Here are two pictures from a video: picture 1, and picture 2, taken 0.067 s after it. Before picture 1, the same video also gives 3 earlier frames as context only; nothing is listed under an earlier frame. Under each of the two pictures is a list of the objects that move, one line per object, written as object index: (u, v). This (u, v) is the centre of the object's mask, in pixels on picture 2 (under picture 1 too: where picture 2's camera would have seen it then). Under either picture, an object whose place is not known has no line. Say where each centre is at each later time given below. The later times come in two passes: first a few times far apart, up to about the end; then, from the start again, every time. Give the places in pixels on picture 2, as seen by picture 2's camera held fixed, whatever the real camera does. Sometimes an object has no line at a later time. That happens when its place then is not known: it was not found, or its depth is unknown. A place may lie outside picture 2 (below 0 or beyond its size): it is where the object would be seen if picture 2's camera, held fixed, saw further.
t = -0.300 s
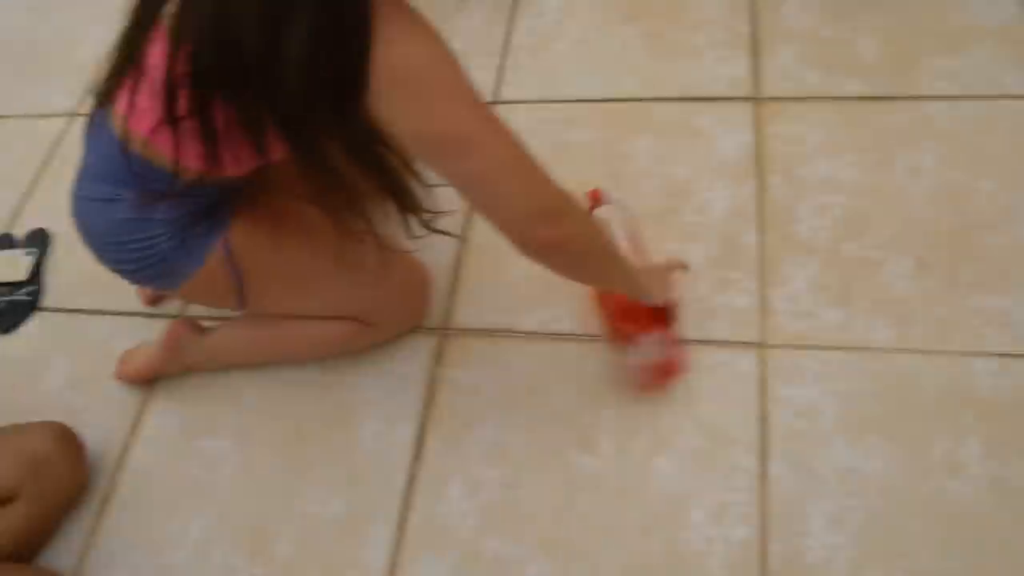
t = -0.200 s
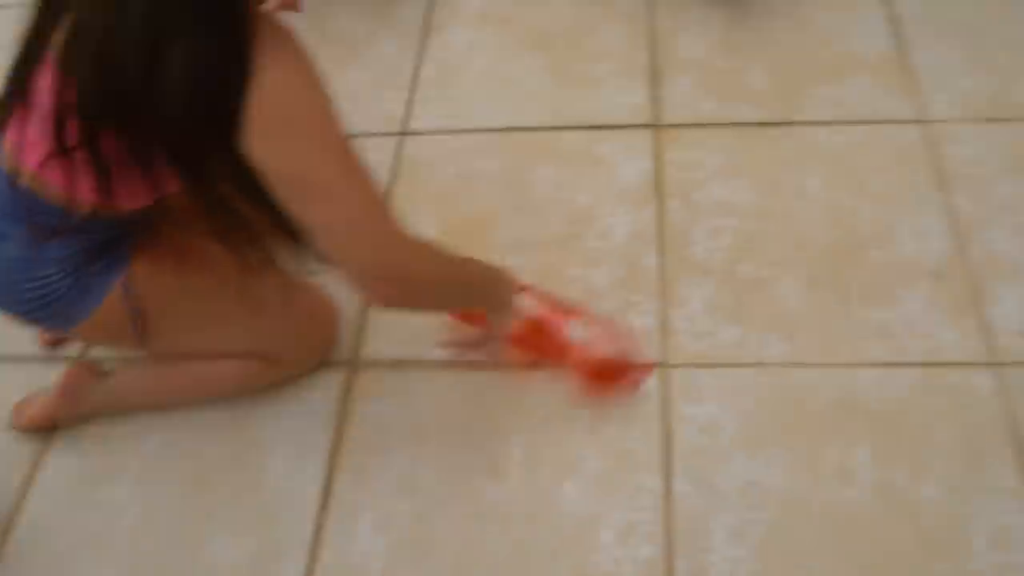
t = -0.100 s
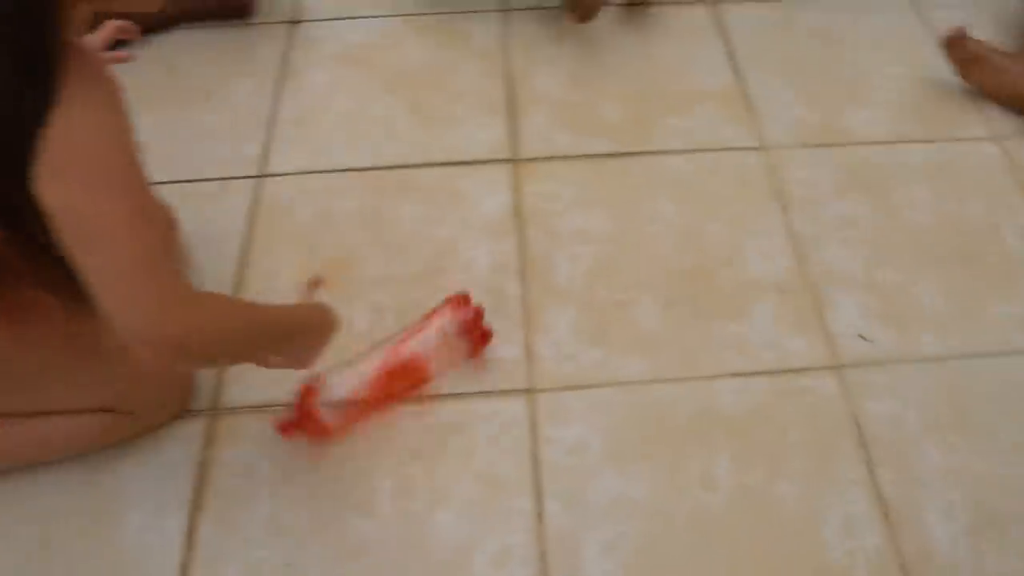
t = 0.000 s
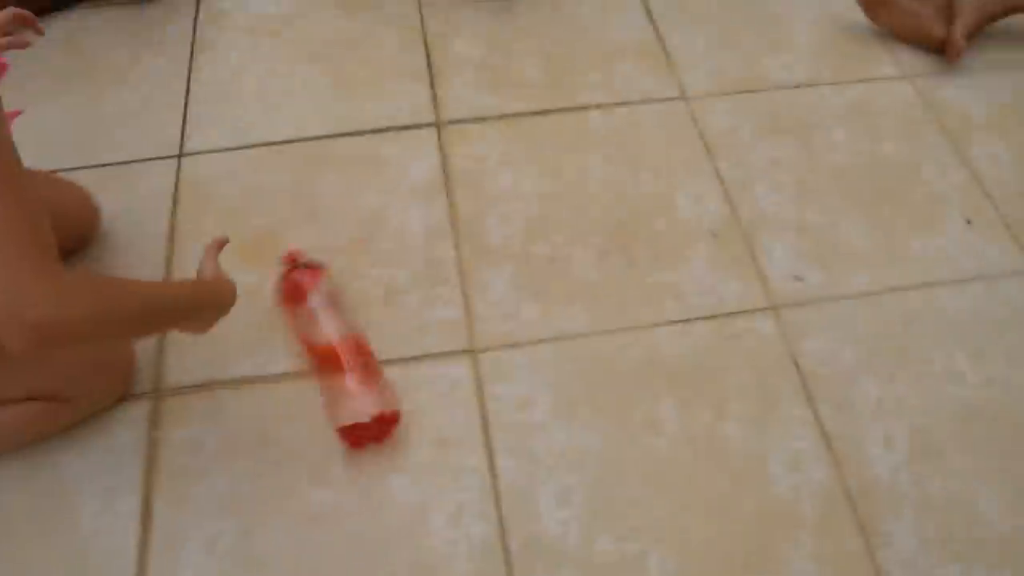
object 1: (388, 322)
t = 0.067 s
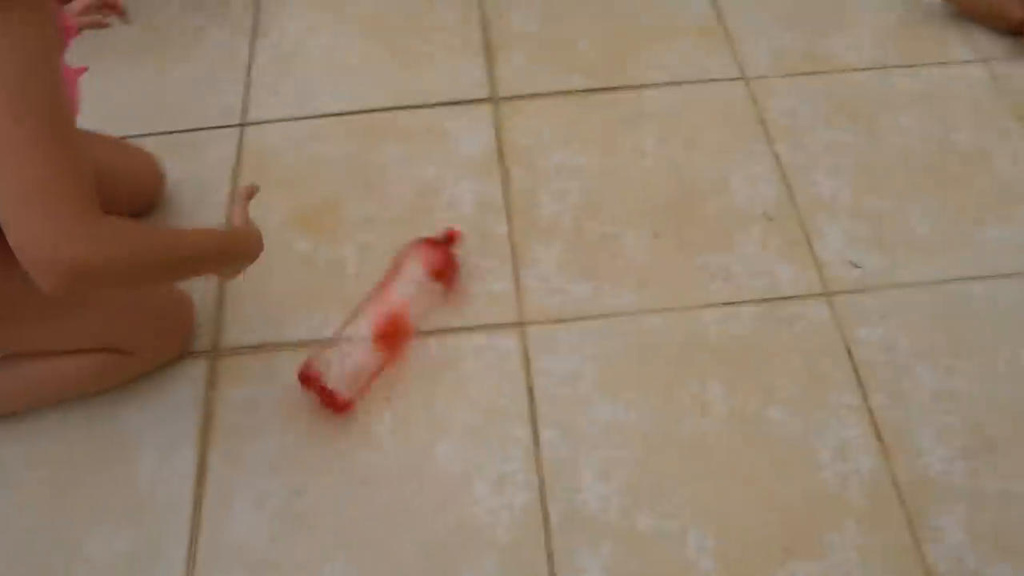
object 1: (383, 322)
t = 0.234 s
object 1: (375, 343)
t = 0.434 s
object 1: (372, 343)
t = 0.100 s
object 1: (384, 323)
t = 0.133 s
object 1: (385, 326)
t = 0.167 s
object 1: (384, 330)
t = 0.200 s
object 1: (381, 337)
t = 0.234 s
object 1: (375, 343)
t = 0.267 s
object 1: (372, 342)
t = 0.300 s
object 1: (369, 341)
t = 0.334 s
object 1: (371, 340)
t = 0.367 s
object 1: (372, 340)
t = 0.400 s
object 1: (371, 340)
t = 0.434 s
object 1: (372, 343)
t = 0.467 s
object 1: (370, 349)
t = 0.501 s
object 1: (365, 351)
